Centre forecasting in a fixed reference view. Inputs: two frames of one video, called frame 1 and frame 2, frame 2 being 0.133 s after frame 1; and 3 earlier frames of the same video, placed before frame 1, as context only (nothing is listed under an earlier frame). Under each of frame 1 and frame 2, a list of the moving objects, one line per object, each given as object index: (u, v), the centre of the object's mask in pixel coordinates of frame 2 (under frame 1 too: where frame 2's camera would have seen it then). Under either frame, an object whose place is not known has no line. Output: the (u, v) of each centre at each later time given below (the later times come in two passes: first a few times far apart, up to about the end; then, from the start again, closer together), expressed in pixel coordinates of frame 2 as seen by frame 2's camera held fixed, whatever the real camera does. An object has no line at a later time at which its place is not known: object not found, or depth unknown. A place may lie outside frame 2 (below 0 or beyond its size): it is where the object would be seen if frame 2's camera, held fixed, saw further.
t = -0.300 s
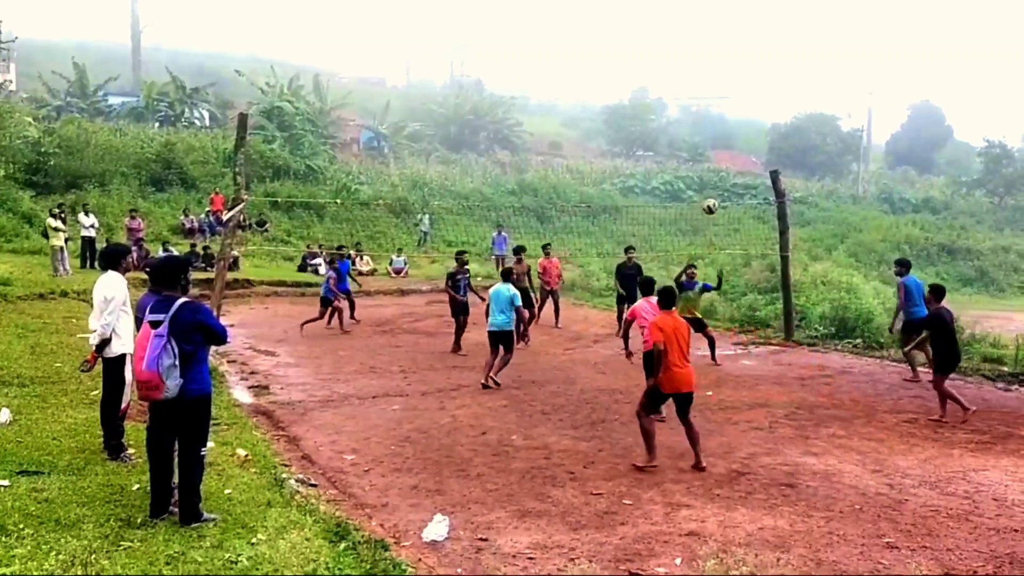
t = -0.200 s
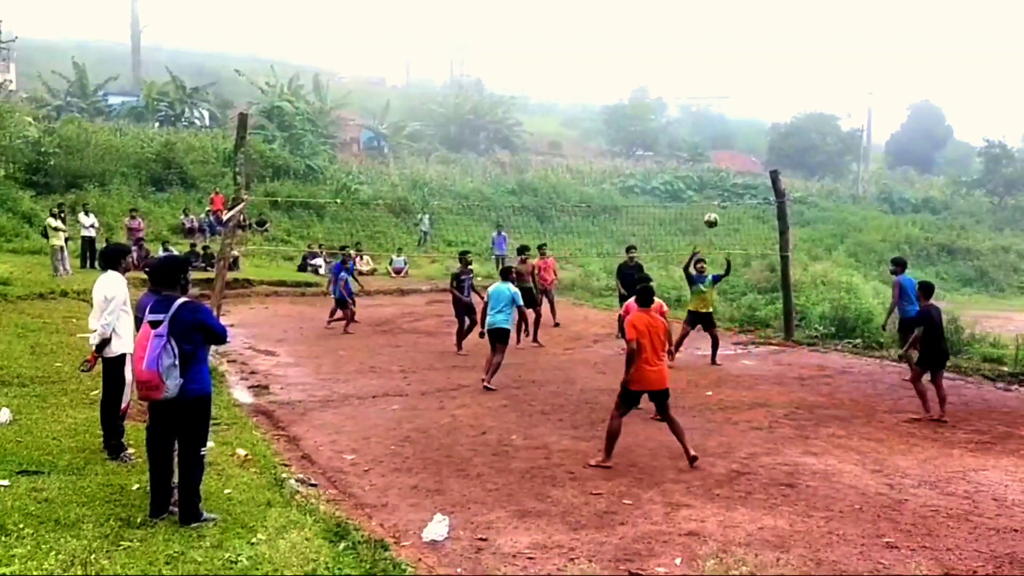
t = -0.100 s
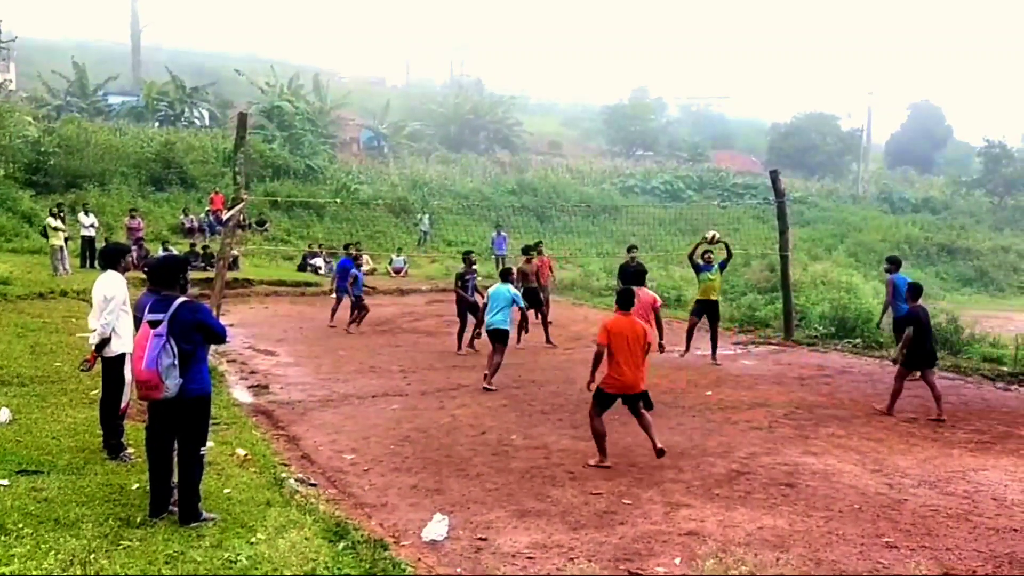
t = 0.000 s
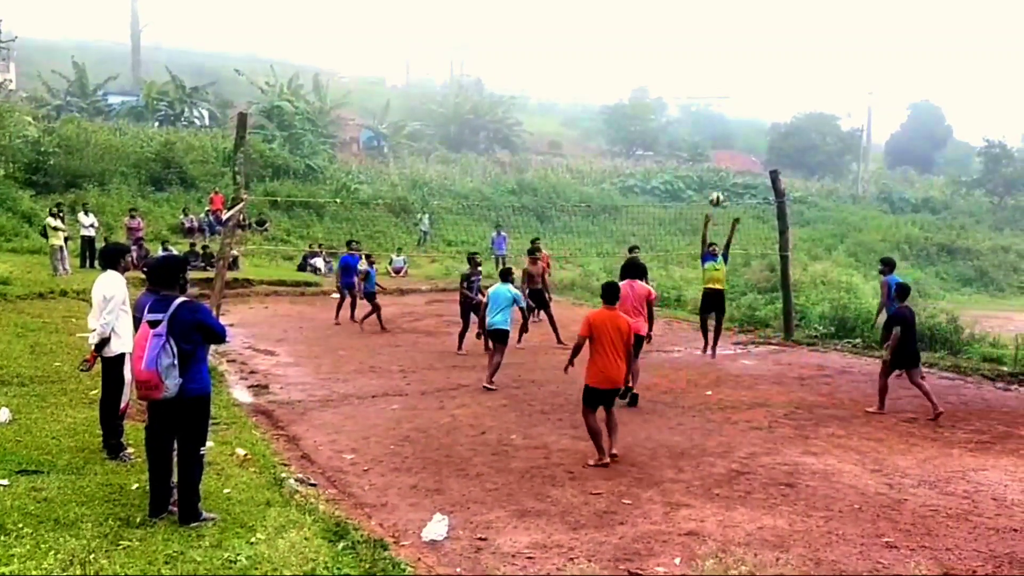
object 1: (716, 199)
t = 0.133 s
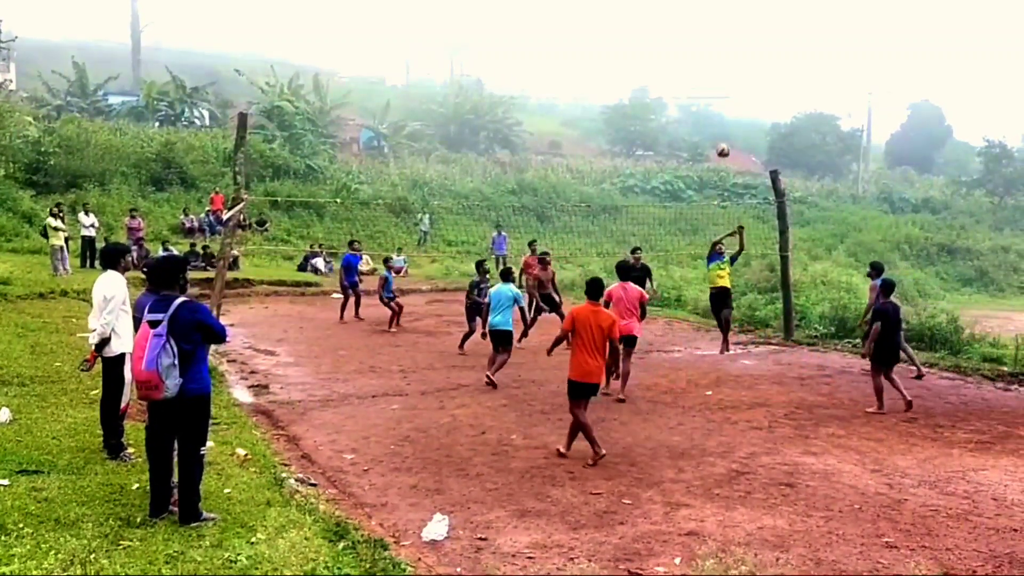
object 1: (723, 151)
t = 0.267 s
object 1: (730, 115)
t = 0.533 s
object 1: (742, 78)
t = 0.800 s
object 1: (752, 87)
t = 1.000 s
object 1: (759, 122)
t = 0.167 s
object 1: (724, 141)
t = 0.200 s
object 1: (726, 132)
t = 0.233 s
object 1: (728, 123)
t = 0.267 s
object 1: (730, 115)
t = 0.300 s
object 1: (731, 108)
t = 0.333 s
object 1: (733, 102)
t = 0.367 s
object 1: (735, 96)
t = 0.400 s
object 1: (736, 91)
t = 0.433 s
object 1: (738, 87)
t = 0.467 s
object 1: (739, 83)
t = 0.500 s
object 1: (740, 81)
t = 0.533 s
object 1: (742, 78)
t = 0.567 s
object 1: (743, 77)
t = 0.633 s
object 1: (746, 77)
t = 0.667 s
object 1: (747, 77)
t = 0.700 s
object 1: (749, 79)
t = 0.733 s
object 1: (750, 81)
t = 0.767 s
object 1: (751, 84)
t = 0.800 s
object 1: (752, 87)
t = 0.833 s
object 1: (753, 92)
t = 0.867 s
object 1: (754, 96)
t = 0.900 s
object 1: (756, 102)
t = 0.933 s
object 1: (757, 108)
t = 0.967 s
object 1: (758, 115)
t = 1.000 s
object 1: (759, 122)
